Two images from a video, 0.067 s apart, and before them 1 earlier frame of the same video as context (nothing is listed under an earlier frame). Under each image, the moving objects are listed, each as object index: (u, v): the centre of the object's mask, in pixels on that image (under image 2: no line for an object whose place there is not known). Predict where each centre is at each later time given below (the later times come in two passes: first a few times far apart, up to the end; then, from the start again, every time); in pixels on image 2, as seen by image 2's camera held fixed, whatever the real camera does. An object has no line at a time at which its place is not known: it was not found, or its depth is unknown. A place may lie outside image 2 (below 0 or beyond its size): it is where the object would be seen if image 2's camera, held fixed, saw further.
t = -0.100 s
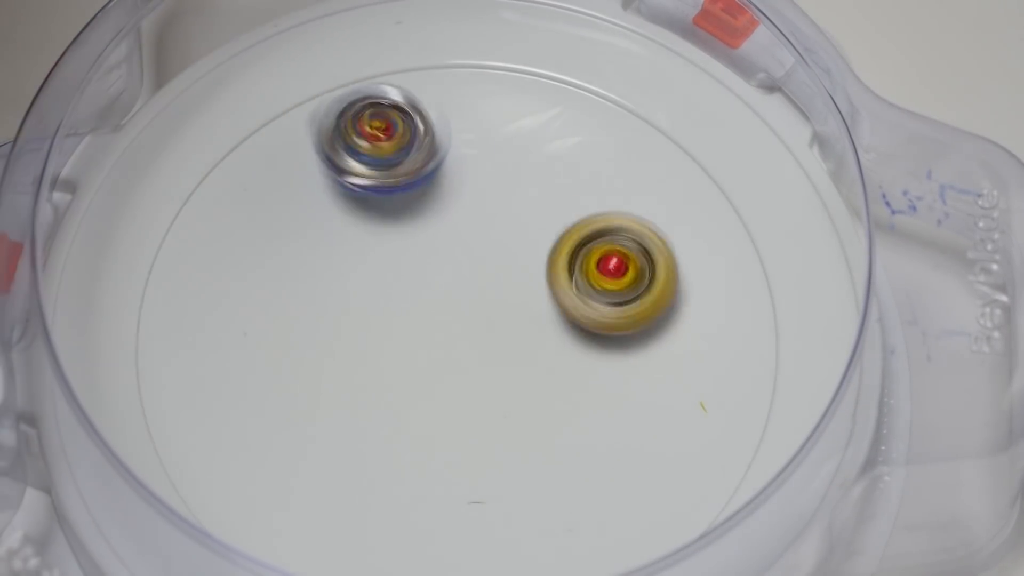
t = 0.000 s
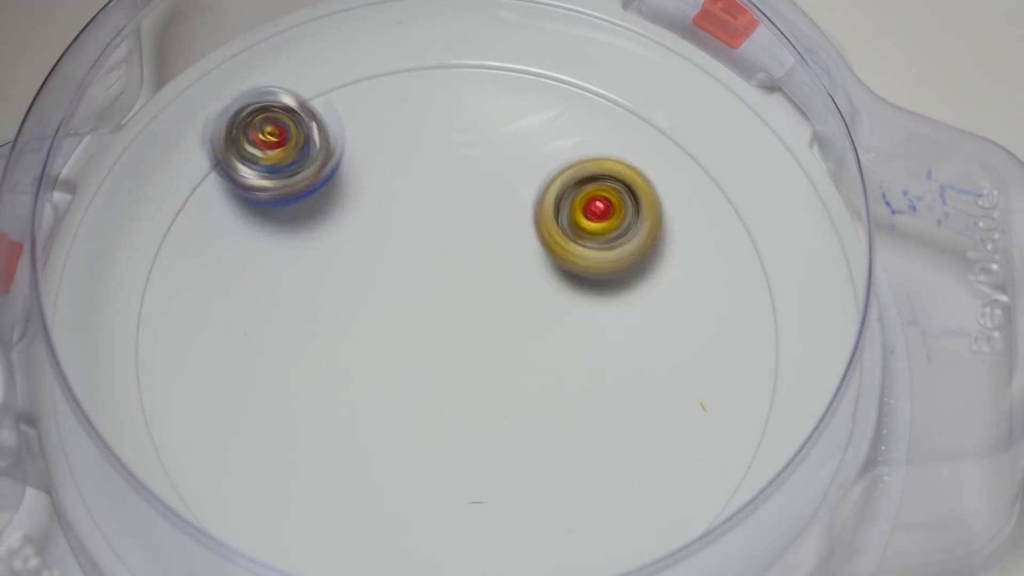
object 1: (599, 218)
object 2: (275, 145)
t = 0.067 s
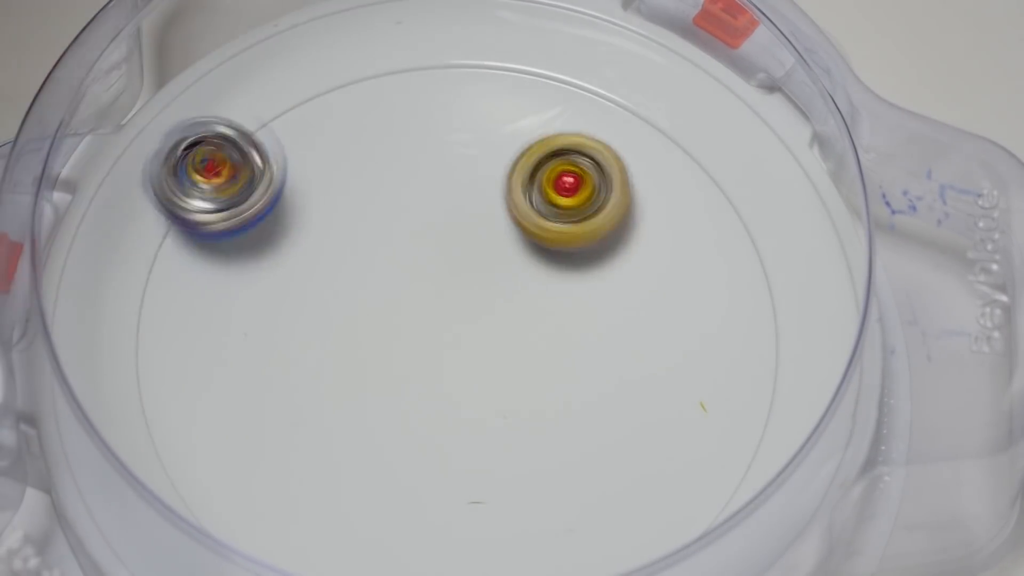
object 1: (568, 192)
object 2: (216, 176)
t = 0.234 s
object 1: (456, 197)
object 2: (203, 323)
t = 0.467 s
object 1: (373, 324)
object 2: (487, 405)
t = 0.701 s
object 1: (473, 415)
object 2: (669, 240)
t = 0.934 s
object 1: (553, 341)
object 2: (530, 125)
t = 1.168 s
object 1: (467, 241)
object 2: (331, 284)
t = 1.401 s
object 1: (350, 257)
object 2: (379, 467)
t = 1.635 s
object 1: (375, 339)
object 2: (560, 418)
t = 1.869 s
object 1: (411, 327)
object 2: (661, 177)
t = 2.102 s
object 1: (426, 277)
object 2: (639, 92)
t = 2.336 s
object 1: (400, 247)
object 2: (583, 251)
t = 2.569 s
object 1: (367, 307)
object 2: (548, 381)
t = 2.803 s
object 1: (417, 260)
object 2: (442, 444)
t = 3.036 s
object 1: (421, 212)
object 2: (359, 352)
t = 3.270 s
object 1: (484, 184)
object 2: (339, 297)
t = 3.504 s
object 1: (529, 209)
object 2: (439, 341)
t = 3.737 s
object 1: (551, 283)
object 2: (499, 391)
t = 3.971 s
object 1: (571, 298)
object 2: (435, 372)
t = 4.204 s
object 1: (492, 318)
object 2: (409, 249)
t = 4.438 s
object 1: (417, 377)
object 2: (427, 194)
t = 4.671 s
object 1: (440, 388)
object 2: (430, 203)
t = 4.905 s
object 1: (465, 309)
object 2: (429, 198)
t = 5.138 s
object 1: (363, 392)
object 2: (531, 121)
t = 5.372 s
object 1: (373, 407)
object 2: (523, 225)
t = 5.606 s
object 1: (424, 327)
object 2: (491, 265)
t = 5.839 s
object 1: (388, 269)
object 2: (506, 269)
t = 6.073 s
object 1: (357, 243)
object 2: (514, 269)
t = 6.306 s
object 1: (414, 258)
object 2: (519, 273)
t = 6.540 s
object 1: (416, 284)
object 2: (525, 286)
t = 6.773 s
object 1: (412, 317)
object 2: (520, 284)
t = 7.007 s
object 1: (445, 331)
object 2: (527, 275)
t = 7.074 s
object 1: (448, 330)
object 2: (529, 276)
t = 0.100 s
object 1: (547, 185)
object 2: (196, 201)
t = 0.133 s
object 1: (526, 181)
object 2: (183, 229)
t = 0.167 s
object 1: (503, 182)
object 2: (180, 261)
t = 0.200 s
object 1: (479, 188)
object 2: (188, 293)
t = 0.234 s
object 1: (456, 197)
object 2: (203, 323)
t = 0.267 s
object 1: (434, 208)
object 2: (229, 352)
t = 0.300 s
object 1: (415, 223)
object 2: (261, 373)
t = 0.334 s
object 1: (398, 240)
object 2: (301, 391)
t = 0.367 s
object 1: (385, 259)
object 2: (345, 405)
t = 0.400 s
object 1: (376, 280)
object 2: (391, 413)
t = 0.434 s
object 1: (372, 302)
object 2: (441, 412)
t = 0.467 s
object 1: (373, 324)
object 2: (487, 405)
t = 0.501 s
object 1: (378, 344)
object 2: (533, 391)
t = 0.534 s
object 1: (390, 363)
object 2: (572, 371)
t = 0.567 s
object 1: (402, 379)
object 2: (601, 349)
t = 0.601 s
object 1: (417, 391)
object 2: (628, 323)
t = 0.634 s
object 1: (435, 403)
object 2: (646, 296)
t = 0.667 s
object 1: (452, 410)
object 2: (660, 267)
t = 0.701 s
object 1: (473, 415)
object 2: (669, 240)
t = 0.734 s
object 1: (491, 415)
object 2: (669, 209)
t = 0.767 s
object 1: (510, 410)
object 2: (663, 183)
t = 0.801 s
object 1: (526, 403)
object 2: (648, 158)
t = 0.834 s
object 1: (538, 392)
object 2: (626, 139)
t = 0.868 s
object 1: (548, 376)
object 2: (599, 128)
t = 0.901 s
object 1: (553, 359)
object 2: (564, 124)
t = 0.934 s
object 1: (553, 341)
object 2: (530, 125)
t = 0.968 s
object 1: (550, 323)
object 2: (493, 131)
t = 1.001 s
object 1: (543, 304)
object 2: (457, 148)
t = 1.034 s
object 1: (532, 286)
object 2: (423, 169)
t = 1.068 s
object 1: (519, 271)
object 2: (394, 195)
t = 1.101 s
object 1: (503, 259)
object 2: (369, 222)
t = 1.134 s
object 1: (485, 247)
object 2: (346, 254)
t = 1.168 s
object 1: (467, 241)
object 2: (331, 284)
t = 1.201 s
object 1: (446, 235)
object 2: (323, 315)
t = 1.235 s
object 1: (427, 233)
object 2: (321, 344)
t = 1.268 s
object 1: (407, 234)
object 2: (319, 373)
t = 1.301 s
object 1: (390, 236)
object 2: (328, 402)
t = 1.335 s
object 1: (375, 241)
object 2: (343, 428)
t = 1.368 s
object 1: (361, 248)
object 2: (358, 447)
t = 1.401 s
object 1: (350, 257)
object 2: (379, 467)
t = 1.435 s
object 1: (343, 268)
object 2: (405, 481)
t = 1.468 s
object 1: (338, 279)
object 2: (432, 487)
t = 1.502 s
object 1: (337, 291)
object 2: (464, 488)
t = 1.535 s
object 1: (341, 304)
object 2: (494, 481)
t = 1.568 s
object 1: (348, 317)
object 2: (521, 465)
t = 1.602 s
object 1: (360, 329)
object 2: (543, 444)
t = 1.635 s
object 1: (375, 339)
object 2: (560, 418)
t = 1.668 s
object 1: (393, 346)
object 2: (570, 389)
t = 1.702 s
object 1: (413, 350)
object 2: (574, 359)
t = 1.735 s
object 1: (433, 351)
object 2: (574, 328)
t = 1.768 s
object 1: (447, 349)
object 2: (573, 298)
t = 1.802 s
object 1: (430, 343)
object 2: (606, 261)
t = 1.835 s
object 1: (418, 336)
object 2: (639, 218)
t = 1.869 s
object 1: (411, 327)
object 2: (661, 177)
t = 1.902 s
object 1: (408, 319)
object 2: (675, 142)
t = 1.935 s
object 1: (407, 310)
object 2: (674, 120)
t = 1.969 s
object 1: (409, 303)
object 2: (665, 104)
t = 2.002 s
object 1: (413, 295)
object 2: (660, 91)
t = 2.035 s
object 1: (417, 289)
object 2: (652, 88)
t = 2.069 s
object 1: (421, 283)
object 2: (644, 87)
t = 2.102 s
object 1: (426, 277)
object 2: (639, 92)
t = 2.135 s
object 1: (431, 270)
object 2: (626, 104)
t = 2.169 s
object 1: (434, 265)
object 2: (611, 122)
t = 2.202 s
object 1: (436, 259)
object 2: (598, 146)
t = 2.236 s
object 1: (438, 254)
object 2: (585, 171)
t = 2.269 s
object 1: (440, 249)
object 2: (573, 200)
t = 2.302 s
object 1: (423, 248)
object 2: (575, 229)
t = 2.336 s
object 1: (400, 247)
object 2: (583, 251)
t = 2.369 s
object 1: (383, 249)
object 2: (591, 272)
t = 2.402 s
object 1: (369, 254)
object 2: (594, 297)
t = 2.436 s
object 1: (358, 262)
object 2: (592, 314)
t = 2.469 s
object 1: (353, 272)
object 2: (589, 330)
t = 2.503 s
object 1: (353, 283)
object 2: (576, 351)
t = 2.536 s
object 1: (359, 295)
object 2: (565, 365)
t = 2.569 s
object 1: (367, 307)
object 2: (548, 381)
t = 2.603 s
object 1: (380, 317)
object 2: (525, 393)
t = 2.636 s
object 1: (395, 323)
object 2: (507, 401)
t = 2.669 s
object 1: (403, 314)
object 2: (499, 424)
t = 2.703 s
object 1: (406, 299)
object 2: (491, 437)
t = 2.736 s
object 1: (410, 286)
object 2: (478, 444)
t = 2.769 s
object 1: (414, 273)
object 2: (461, 446)
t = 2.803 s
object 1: (417, 260)
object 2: (442, 444)
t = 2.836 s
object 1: (420, 249)
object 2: (428, 437)
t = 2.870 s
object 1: (422, 240)
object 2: (414, 430)
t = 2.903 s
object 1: (422, 230)
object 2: (397, 418)
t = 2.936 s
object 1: (422, 223)
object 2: (384, 404)
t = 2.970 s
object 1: (422, 218)
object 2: (374, 390)
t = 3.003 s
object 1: (422, 214)
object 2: (362, 370)
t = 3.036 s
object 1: (421, 212)
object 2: (359, 352)
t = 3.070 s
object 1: (421, 212)
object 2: (357, 334)
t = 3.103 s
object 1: (422, 213)
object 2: (355, 315)
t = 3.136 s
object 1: (437, 206)
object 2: (343, 311)
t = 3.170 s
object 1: (451, 199)
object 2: (338, 310)
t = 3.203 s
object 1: (464, 192)
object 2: (333, 307)
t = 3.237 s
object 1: (474, 187)
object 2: (332, 302)
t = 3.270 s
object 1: (484, 184)
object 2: (339, 297)
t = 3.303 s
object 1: (493, 182)
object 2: (349, 297)
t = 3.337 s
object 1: (501, 183)
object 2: (362, 301)
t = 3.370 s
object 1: (508, 185)
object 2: (379, 306)
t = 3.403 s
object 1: (513, 189)
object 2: (397, 318)
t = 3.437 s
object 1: (519, 194)
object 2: (415, 330)
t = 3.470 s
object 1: (524, 201)
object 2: (428, 337)
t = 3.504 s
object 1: (529, 209)
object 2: (439, 341)
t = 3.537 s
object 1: (533, 219)
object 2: (450, 346)
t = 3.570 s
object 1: (537, 230)
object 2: (460, 354)
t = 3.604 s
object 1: (541, 242)
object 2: (472, 364)
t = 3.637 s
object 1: (543, 255)
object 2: (482, 374)
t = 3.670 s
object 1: (545, 266)
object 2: (495, 380)
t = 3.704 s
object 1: (548, 276)
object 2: (500, 387)
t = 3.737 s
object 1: (551, 283)
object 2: (499, 391)
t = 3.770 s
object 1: (557, 288)
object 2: (493, 397)
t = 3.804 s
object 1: (561, 295)
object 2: (486, 404)
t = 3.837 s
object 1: (566, 297)
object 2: (478, 411)
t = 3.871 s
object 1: (570, 298)
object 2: (465, 407)
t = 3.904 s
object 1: (572, 298)
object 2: (454, 397)
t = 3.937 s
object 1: (573, 298)
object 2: (445, 390)
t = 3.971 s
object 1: (571, 298)
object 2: (435, 372)
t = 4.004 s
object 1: (566, 298)
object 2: (426, 359)
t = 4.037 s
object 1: (558, 299)
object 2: (419, 342)
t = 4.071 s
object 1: (547, 301)
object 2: (414, 326)
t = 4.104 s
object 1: (534, 303)
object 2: (411, 307)
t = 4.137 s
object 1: (521, 307)
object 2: (409, 288)
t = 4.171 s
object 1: (506, 311)
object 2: (406, 269)
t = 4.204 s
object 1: (492, 318)
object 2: (409, 249)
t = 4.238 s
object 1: (477, 325)
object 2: (415, 234)
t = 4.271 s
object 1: (463, 333)
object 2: (419, 223)
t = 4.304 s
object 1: (450, 342)
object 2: (422, 213)
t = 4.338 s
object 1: (439, 351)
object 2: (424, 205)
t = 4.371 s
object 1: (429, 360)
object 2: (425, 199)
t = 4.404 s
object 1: (422, 369)
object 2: (426, 196)
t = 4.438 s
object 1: (417, 377)
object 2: (427, 194)
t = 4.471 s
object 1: (414, 385)
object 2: (428, 193)
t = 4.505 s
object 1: (414, 391)
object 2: (428, 193)
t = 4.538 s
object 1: (415, 395)
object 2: (429, 194)
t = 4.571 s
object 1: (418, 397)
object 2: (429, 196)
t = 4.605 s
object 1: (424, 397)
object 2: (429, 198)
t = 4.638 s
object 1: (432, 394)
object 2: (430, 201)
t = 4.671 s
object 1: (440, 388)
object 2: (430, 203)
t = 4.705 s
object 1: (448, 380)
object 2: (430, 205)
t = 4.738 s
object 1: (456, 369)
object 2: (431, 207)
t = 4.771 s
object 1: (461, 355)
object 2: (431, 209)
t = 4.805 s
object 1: (464, 340)
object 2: (431, 210)
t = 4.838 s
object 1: (465, 324)
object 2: (432, 210)
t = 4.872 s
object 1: (465, 316)
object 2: (430, 203)
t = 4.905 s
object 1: (465, 309)
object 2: (429, 198)
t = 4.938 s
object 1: (463, 301)
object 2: (428, 195)
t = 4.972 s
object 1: (444, 312)
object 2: (438, 185)
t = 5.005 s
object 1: (417, 334)
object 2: (462, 162)
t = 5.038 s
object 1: (393, 356)
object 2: (477, 138)
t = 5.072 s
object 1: (380, 369)
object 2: (499, 129)
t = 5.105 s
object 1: (369, 383)
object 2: (521, 122)
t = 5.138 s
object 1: (363, 392)
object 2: (531, 121)
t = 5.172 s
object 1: (361, 402)
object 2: (538, 130)
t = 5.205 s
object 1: (361, 407)
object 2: (545, 147)
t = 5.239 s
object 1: (360, 411)
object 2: (548, 163)
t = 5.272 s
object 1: (361, 413)
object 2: (545, 179)
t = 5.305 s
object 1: (366, 415)
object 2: (540, 195)
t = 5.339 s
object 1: (370, 412)
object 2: (532, 210)
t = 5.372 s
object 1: (373, 407)
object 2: (523, 225)
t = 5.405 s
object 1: (380, 403)
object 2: (514, 240)
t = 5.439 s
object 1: (388, 392)
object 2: (507, 252)
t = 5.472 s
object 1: (396, 380)
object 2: (499, 262)
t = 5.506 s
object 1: (406, 370)
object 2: (493, 268)
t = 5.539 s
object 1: (416, 353)
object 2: (488, 270)
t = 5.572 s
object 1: (423, 339)
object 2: (487, 266)
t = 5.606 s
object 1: (424, 327)
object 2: (491, 265)
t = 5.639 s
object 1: (418, 316)
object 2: (499, 265)
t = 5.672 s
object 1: (411, 308)
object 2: (504, 265)
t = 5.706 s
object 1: (404, 302)
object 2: (504, 266)
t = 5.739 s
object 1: (401, 292)
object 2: (504, 267)
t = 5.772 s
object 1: (396, 284)
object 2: (503, 268)
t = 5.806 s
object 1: (392, 279)
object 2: (503, 268)
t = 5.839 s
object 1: (388, 269)
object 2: (506, 269)
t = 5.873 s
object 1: (375, 260)
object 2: (514, 272)
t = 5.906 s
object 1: (366, 255)
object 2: (519, 275)
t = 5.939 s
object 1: (360, 250)
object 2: (521, 276)
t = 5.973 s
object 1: (354, 246)
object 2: (521, 276)
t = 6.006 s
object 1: (354, 244)
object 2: (519, 275)
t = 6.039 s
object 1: (355, 241)
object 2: (516, 272)
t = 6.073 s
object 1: (357, 243)
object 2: (514, 269)
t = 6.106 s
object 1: (363, 244)
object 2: (513, 268)
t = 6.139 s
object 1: (366, 246)
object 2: (513, 269)
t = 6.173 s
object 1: (375, 248)
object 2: (514, 271)
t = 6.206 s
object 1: (385, 248)
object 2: (515, 273)
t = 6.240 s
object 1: (396, 252)
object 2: (516, 274)
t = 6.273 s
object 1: (408, 254)
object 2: (517, 275)
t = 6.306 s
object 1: (414, 258)
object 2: (519, 273)
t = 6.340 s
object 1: (422, 262)
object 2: (521, 274)
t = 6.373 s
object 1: (428, 267)
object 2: (523, 276)
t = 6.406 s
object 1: (428, 270)
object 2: (527, 281)
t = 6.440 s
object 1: (425, 272)
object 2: (528, 285)
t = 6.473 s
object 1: (423, 275)
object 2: (527, 287)
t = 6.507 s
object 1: (418, 279)
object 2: (526, 287)
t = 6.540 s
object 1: (416, 284)
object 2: (525, 286)
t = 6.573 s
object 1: (413, 288)
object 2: (523, 283)
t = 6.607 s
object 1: (411, 294)
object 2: (521, 280)
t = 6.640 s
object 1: (410, 297)
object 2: (521, 280)
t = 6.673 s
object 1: (409, 304)
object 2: (521, 282)
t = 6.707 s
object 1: (409, 307)
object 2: (521, 284)
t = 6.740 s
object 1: (410, 313)
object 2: (521, 284)
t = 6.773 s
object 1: (412, 317)
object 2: (520, 284)
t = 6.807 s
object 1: (414, 321)
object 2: (521, 284)
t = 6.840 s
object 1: (418, 325)
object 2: (522, 283)
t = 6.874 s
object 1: (422, 328)
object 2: (522, 283)
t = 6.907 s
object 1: (427, 330)
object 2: (523, 282)
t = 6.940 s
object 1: (433, 331)
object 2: (524, 280)
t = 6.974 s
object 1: (439, 331)
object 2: (526, 278)
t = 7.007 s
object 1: (445, 331)
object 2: (527, 275)
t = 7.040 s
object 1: (447, 330)
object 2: (528, 277)
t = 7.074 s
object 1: (448, 330)
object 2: (529, 276)
